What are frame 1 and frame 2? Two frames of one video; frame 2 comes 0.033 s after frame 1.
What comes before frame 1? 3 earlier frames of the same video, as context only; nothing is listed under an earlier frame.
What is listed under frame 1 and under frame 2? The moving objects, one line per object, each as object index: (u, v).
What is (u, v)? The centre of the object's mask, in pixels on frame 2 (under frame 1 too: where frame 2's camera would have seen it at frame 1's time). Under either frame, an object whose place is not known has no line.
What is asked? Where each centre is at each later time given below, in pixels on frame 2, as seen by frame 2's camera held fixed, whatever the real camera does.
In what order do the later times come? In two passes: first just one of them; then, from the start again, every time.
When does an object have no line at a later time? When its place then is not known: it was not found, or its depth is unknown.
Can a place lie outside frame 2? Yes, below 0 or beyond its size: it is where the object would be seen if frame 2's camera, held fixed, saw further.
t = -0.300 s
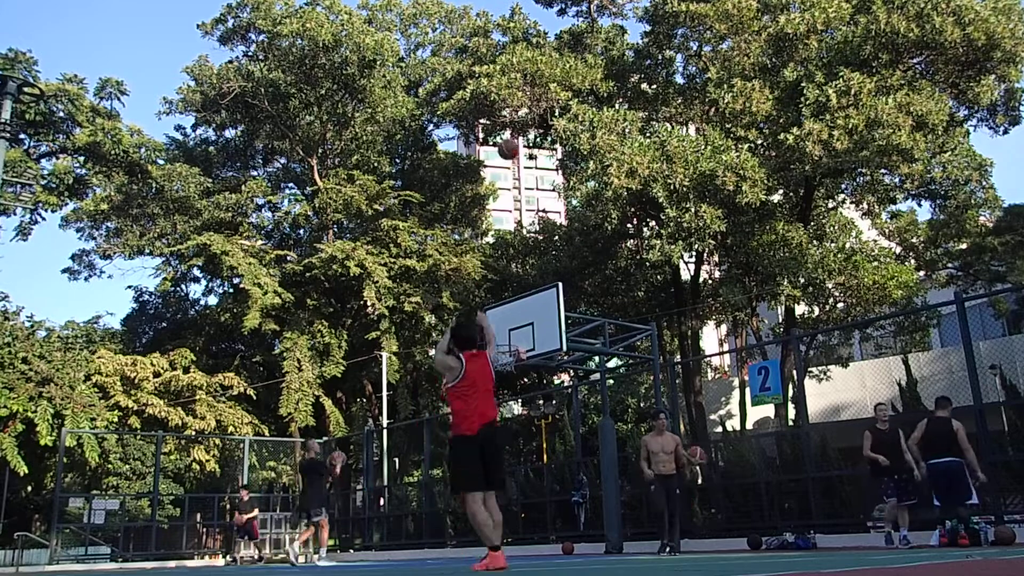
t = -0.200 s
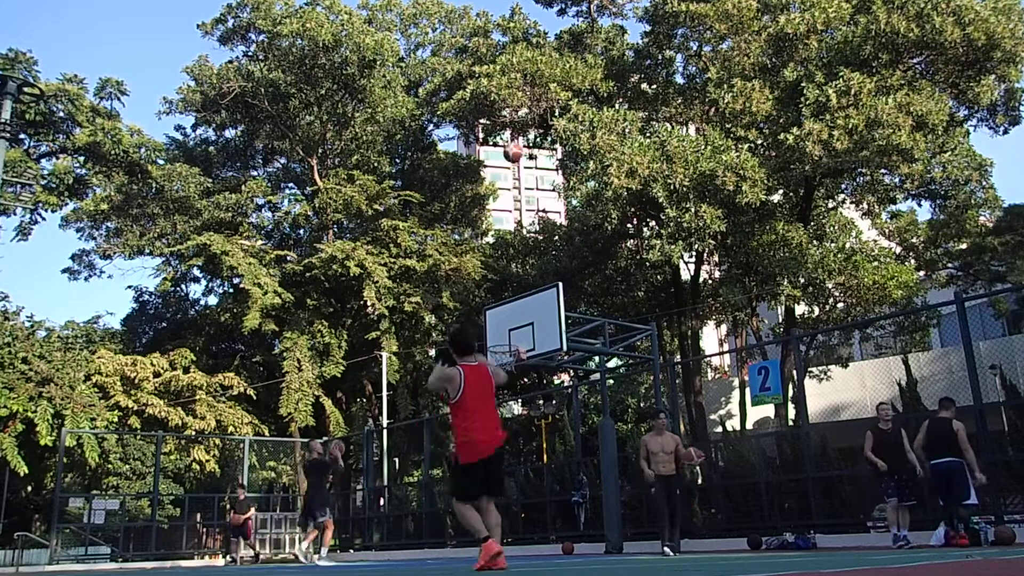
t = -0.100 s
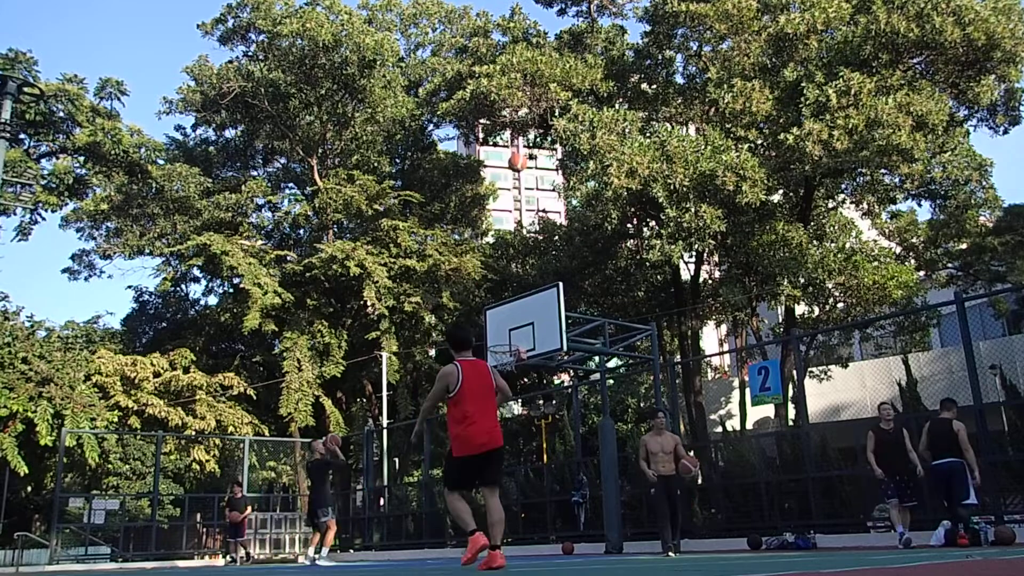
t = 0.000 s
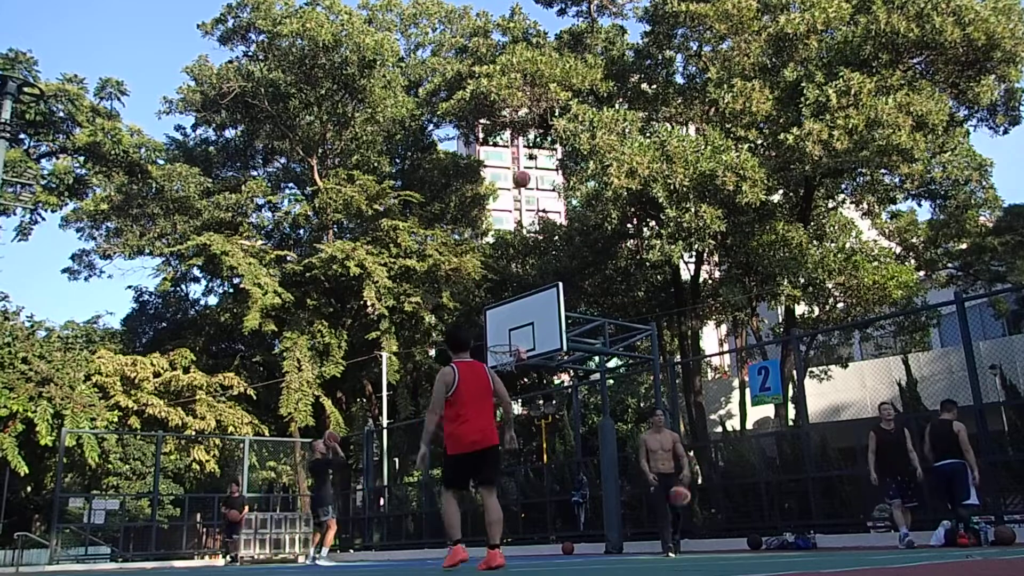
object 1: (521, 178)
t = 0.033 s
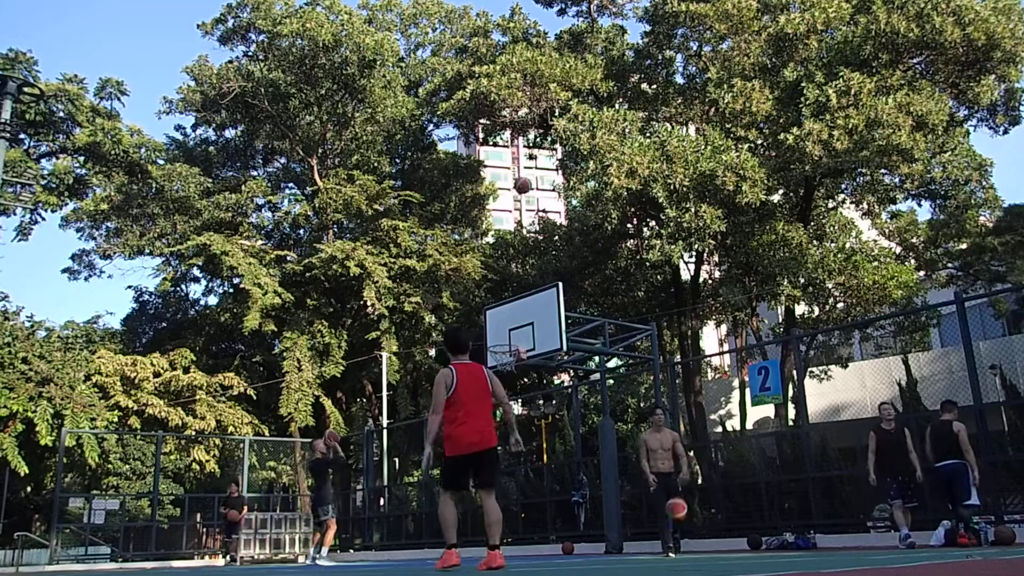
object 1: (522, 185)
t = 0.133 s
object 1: (527, 208)
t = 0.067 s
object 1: (524, 192)
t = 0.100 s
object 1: (526, 199)
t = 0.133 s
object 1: (527, 208)
